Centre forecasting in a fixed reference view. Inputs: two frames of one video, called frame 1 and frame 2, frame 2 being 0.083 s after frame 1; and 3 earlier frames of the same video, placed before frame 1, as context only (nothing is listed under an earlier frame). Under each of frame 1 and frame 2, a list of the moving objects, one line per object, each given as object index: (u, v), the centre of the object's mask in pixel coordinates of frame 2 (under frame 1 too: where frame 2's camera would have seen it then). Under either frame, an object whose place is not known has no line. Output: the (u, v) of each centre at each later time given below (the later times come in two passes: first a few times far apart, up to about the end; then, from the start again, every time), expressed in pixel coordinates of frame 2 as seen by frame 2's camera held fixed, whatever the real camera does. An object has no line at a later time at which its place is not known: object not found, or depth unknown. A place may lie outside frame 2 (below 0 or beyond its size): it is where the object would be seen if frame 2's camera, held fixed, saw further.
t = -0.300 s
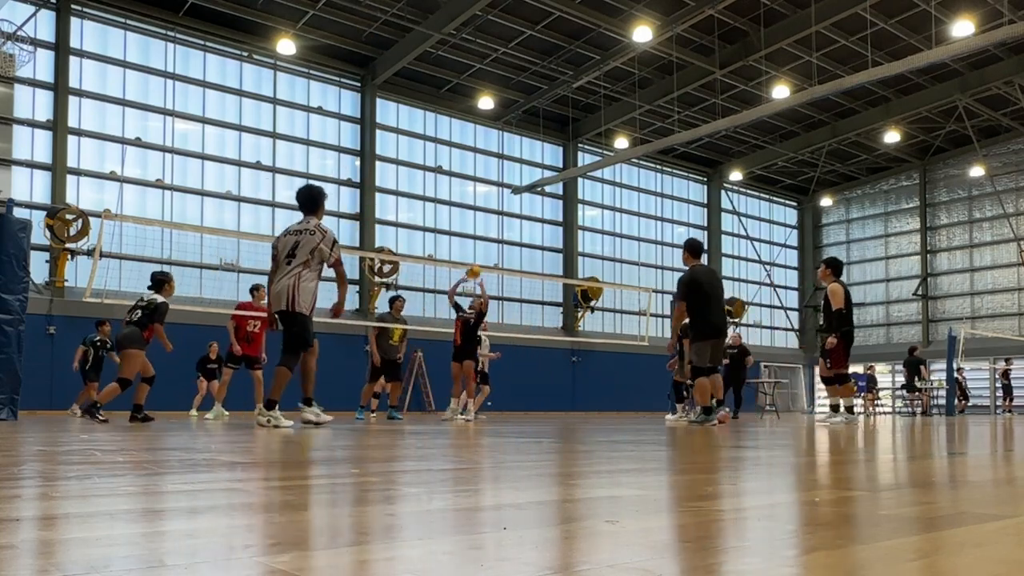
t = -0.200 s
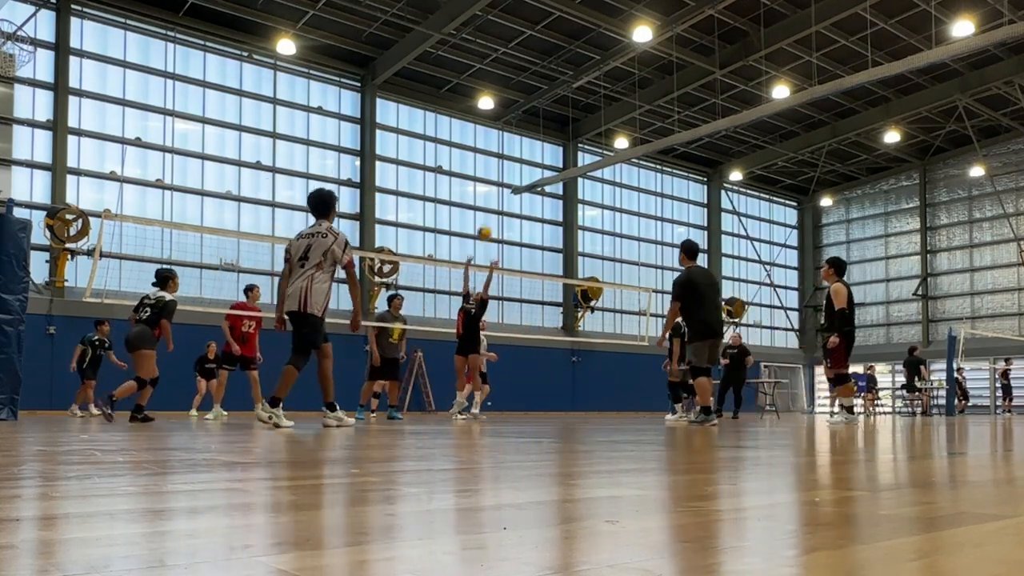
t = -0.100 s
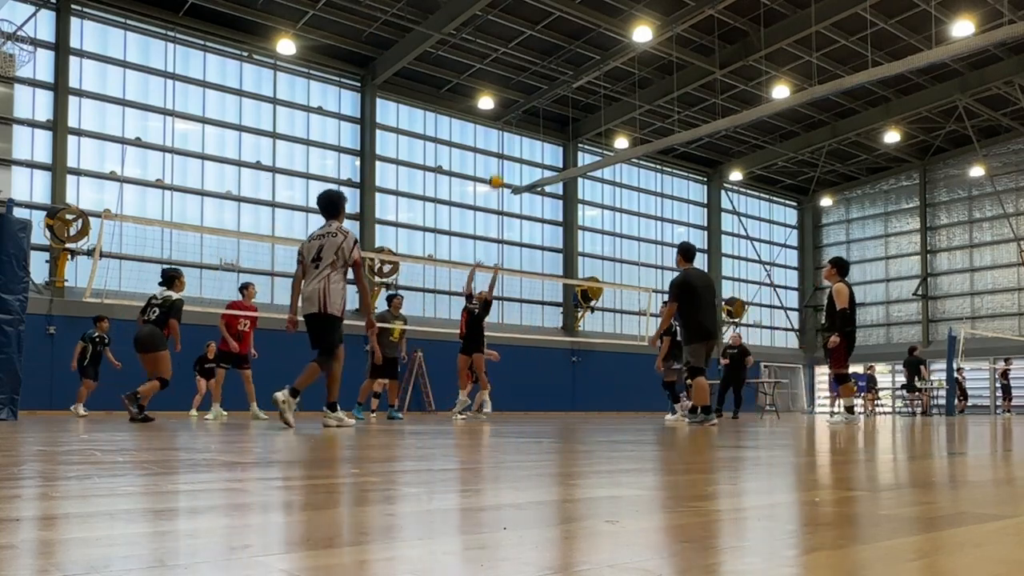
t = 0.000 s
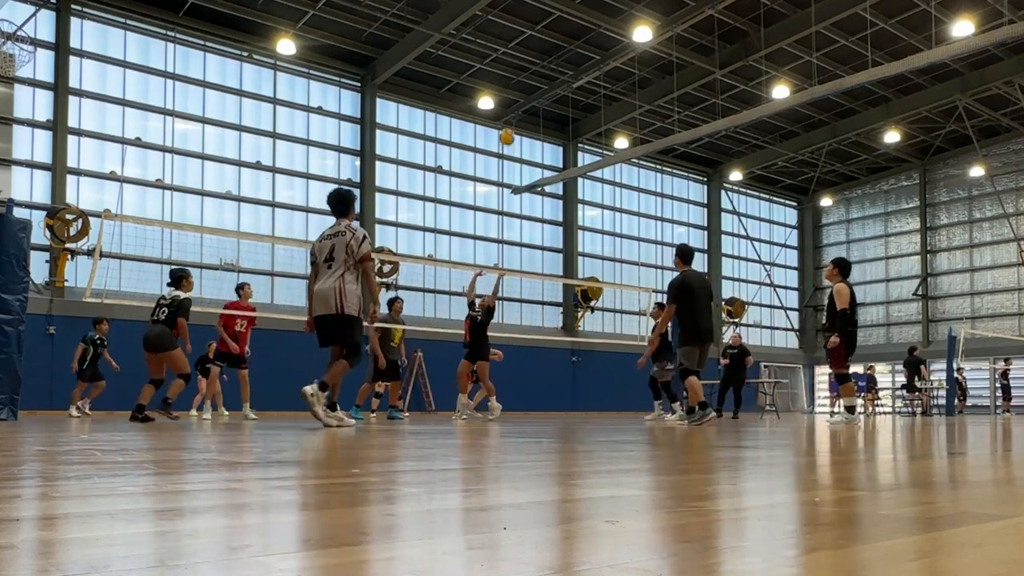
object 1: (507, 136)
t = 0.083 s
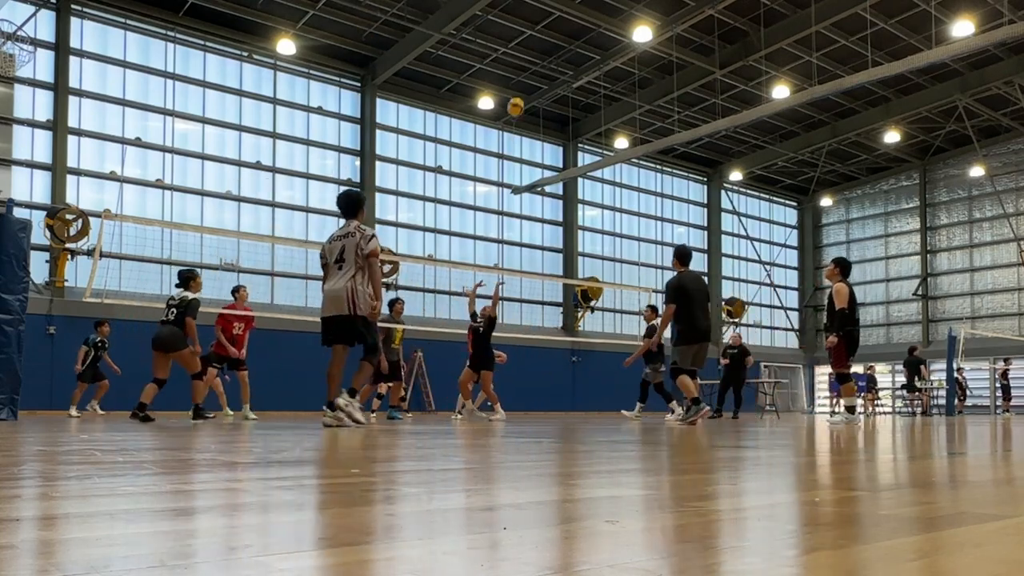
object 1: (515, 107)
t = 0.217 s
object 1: (530, 68)
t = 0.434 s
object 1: (553, 33)
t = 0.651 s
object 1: (577, 33)
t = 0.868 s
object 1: (602, 72)
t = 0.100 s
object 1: (517, 101)
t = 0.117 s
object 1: (519, 96)
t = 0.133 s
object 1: (521, 91)
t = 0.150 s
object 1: (522, 86)
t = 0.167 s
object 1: (524, 81)
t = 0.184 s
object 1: (526, 76)
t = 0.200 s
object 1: (528, 72)
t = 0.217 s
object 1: (530, 68)
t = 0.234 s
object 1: (531, 64)
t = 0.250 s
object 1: (533, 61)
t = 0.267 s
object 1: (535, 57)
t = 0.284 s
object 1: (537, 54)
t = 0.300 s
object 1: (539, 50)
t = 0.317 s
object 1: (541, 47)
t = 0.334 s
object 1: (542, 45)
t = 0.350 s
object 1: (544, 42)
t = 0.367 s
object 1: (546, 40)
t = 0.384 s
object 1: (548, 38)
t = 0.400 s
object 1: (550, 36)
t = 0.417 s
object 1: (552, 34)
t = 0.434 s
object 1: (553, 33)
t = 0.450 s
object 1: (555, 32)
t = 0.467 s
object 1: (557, 31)
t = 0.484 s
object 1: (559, 30)
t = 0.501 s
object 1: (561, 29)
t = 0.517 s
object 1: (562, 29)
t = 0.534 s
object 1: (564, 29)
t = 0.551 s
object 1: (566, 29)
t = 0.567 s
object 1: (568, 29)
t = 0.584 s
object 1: (570, 29)
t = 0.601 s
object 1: (571, 30)
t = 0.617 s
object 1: (573, 31)
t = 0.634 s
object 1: (575, 32)
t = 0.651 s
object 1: (577, 33)
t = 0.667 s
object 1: (579, 35)
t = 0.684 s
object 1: (581, 37)
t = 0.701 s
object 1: (583, 39)
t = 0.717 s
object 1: (585, 41)
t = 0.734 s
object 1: (586, 43)
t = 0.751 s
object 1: (588, 46)
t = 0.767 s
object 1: (591, 49)
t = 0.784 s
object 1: (592, 52)
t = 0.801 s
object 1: (594, 56)
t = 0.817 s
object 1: (596, 59)
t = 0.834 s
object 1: (598, 63)
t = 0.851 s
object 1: (600, 67)
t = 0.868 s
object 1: (602, 72)
